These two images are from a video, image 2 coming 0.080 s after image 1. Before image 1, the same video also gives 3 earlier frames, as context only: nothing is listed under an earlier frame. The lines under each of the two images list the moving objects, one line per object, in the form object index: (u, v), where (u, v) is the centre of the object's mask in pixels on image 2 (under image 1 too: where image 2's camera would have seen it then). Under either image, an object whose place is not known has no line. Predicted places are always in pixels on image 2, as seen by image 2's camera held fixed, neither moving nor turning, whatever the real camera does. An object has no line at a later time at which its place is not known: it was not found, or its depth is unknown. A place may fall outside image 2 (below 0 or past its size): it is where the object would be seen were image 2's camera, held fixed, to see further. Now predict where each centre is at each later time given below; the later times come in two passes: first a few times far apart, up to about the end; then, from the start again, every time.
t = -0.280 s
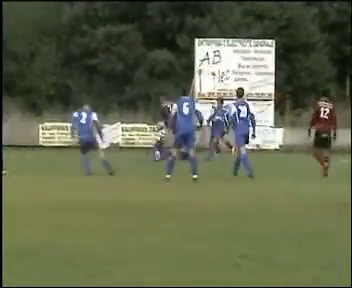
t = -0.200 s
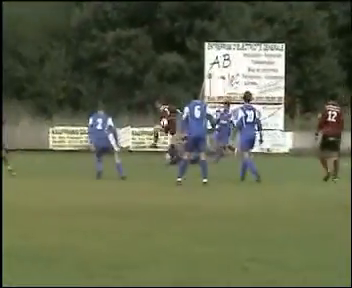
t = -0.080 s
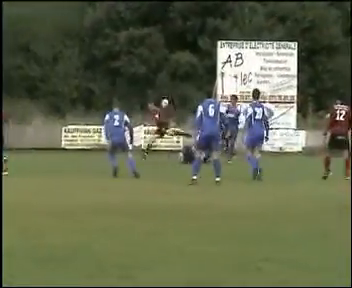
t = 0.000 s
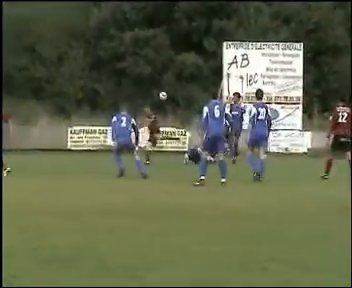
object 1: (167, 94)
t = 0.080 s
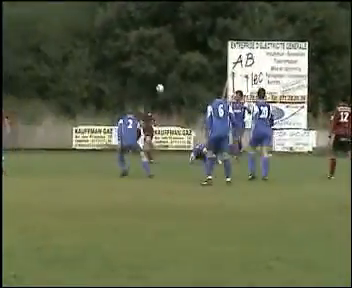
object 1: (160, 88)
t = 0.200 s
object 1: (148, 82)
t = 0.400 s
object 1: (129, 87)
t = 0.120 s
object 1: (156, 86)
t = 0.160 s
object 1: (152, 84)
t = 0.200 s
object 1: (148, 82)
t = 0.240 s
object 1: (144, 82)
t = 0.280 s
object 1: (141, 83)
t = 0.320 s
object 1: (137, 84)
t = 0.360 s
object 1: (134, 85)
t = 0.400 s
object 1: (129, 87)
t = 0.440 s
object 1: (125, 90)
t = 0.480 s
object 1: (122, 92)
